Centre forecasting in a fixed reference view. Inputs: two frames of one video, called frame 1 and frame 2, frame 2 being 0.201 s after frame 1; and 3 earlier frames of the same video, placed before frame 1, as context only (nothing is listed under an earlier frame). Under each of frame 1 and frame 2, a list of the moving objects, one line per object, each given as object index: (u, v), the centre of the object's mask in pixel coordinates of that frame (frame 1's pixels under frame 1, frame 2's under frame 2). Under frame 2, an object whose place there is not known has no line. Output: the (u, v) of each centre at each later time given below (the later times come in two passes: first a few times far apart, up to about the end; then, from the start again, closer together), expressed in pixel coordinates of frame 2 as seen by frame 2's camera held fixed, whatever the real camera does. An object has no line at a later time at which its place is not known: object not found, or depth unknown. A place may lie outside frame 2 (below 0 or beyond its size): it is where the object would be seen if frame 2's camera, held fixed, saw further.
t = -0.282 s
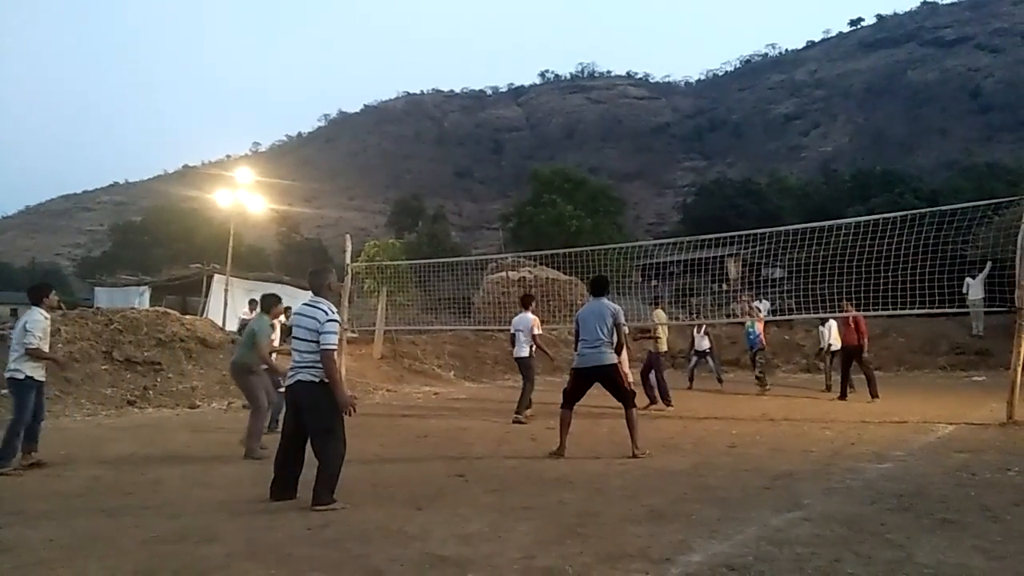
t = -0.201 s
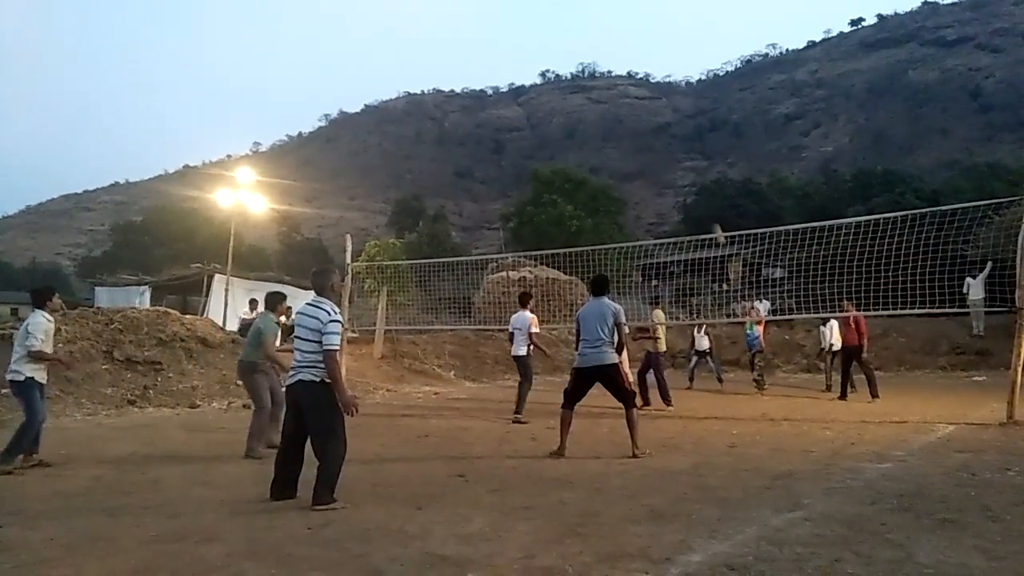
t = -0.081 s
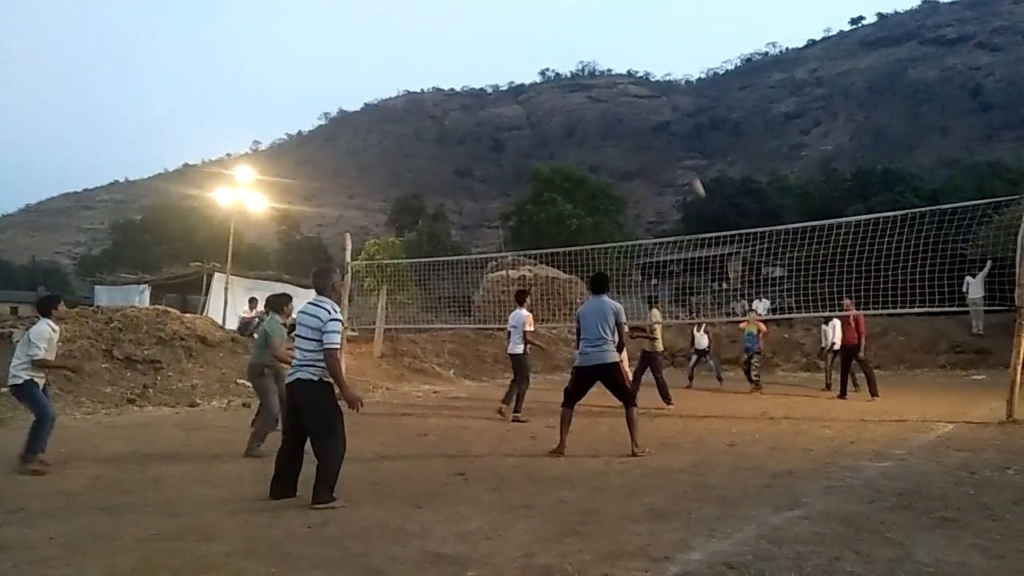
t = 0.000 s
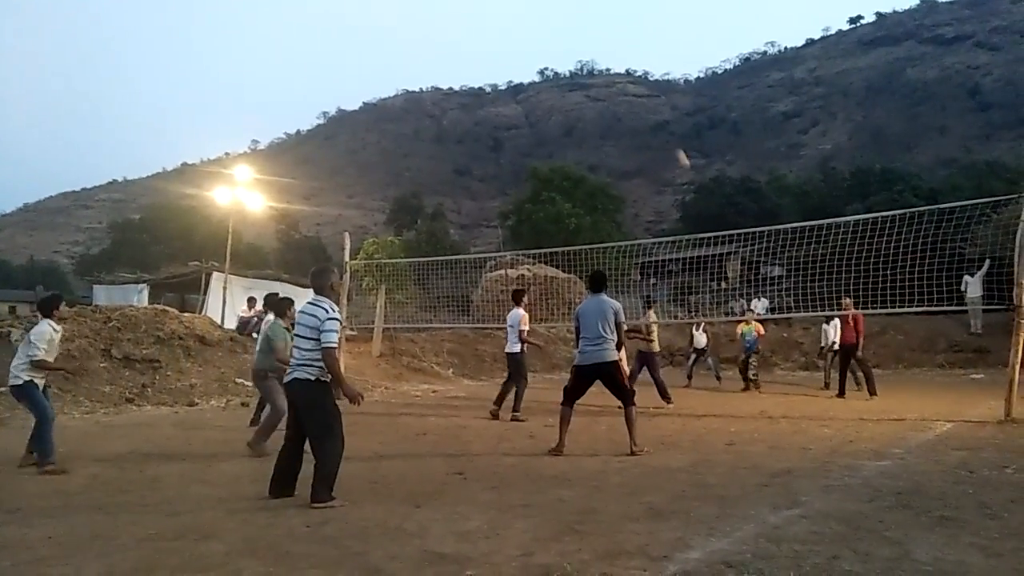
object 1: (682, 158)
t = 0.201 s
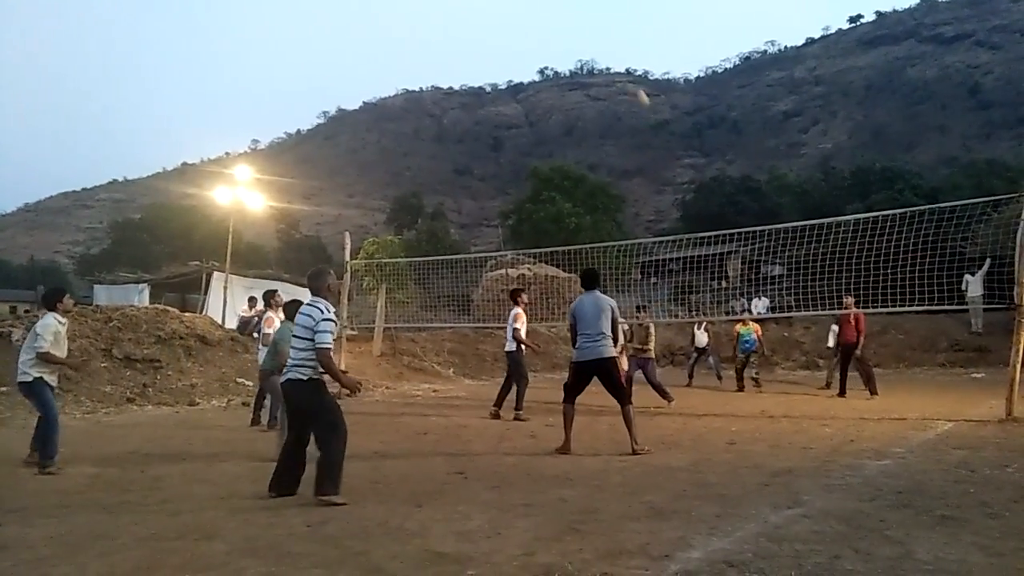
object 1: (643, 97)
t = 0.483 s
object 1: (567, 44)
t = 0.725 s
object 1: (483, 42)
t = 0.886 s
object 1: (410, 75)
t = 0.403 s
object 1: (590, 55)
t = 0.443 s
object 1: (578, 48)
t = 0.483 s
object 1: (567, 44)
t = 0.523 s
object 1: (555, 40)
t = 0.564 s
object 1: (541, 38)
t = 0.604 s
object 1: (528, 37)
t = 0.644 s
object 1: (514, 36)
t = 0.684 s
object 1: (499, 38)
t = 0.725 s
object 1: (483, 42)
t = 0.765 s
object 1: (466, 47)
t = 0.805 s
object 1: (449, 54)
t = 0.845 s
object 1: (430, 63)
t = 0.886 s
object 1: (410, 75)
